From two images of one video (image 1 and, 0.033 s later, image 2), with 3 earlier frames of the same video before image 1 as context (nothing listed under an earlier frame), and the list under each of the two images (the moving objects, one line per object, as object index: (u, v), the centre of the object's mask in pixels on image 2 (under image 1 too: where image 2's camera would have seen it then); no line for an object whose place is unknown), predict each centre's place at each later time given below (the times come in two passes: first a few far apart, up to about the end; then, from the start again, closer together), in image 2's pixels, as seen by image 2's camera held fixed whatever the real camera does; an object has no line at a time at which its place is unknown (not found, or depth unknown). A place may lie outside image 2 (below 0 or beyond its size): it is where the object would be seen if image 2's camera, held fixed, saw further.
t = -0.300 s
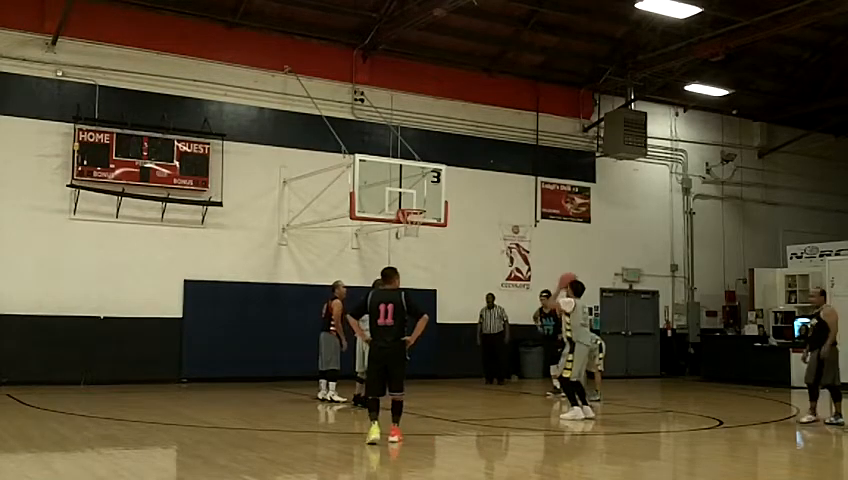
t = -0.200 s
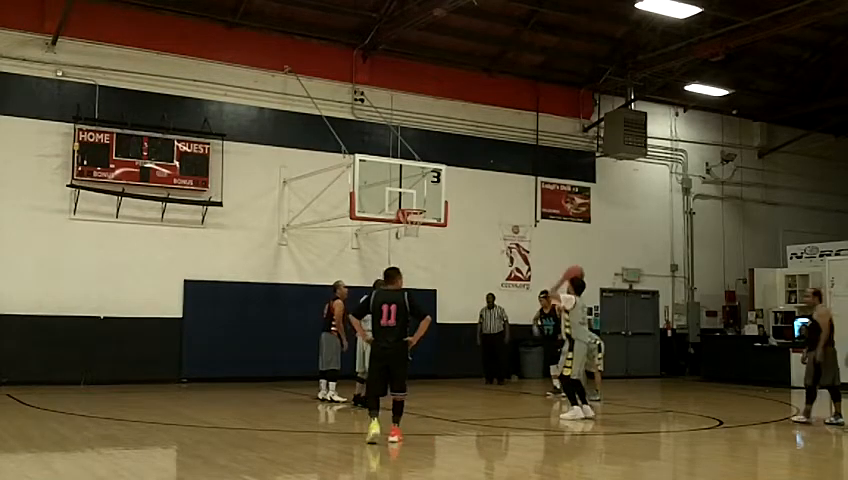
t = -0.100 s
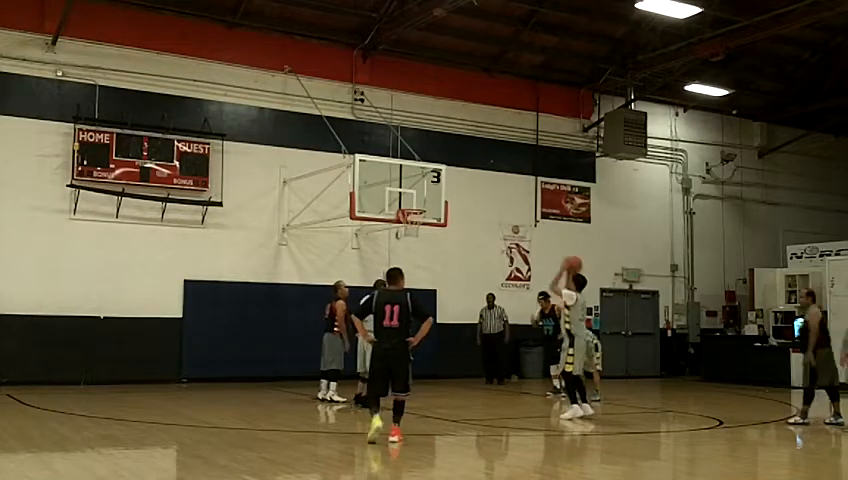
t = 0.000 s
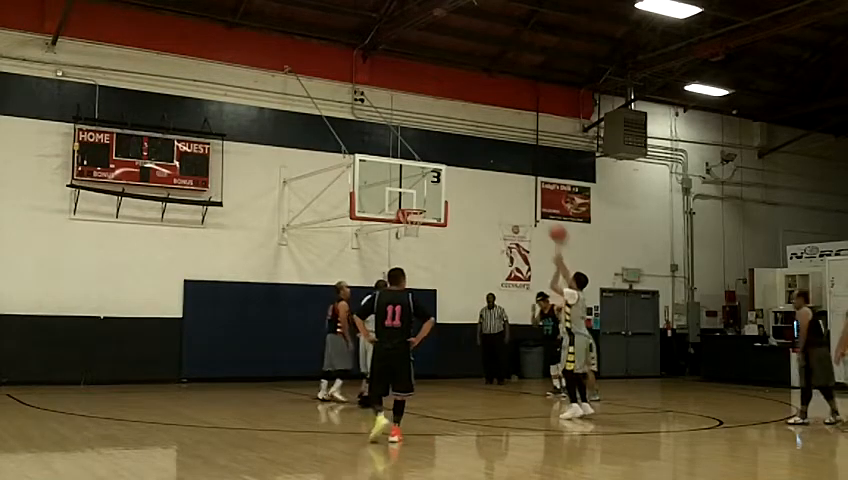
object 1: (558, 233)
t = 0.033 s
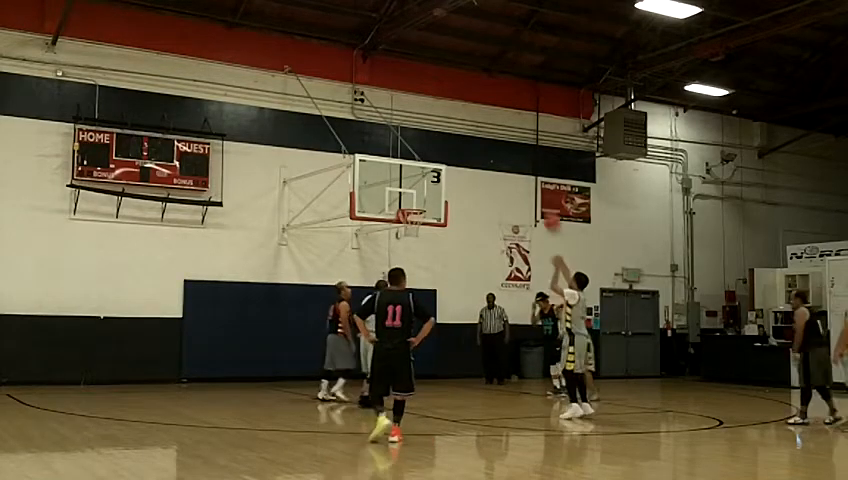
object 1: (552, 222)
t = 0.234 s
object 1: (514, 172)
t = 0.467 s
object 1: (478, 154)
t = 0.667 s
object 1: (451, 164)
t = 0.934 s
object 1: (419, 202)
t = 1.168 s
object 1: (408, 199)
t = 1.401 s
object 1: (418, 199)
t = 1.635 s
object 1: (414, 204)
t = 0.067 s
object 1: (546, 211)
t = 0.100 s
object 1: (539, 201)
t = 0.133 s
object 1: (532, 195)
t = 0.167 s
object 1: (526, 185)
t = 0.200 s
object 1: (520, 177)
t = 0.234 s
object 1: (514, 172)
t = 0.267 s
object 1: (509, 167)
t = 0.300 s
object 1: (504, 162)
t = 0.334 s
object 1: (498, 159)
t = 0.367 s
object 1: (494, 158)
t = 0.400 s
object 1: (487, 156)
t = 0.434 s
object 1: (483, 154)
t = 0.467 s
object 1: (478, 154)
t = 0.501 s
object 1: (472, 154)
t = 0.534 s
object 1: (468, 154)
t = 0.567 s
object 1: (464, 157)
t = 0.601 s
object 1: (460, 158)
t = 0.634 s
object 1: (455, 161)
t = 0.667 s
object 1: (451, 164)
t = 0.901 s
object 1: (421, 202)
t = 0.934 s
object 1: (419, 202)
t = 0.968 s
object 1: (417, 201)
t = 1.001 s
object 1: (416, 202)
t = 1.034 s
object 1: (413, 202)
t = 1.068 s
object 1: (412, 202)
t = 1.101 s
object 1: (410, 202)
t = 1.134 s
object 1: (408, 201)
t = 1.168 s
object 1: (408, 199)
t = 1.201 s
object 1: (410, 198)
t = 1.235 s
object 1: (411, 197)
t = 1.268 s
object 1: (413, 196)
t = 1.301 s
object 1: (413, 196)
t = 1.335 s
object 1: (415, 197)
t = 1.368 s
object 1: (416, 198)
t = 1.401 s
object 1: (418, 199)
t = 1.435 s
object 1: (419, 202)
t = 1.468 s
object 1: (419, 202)
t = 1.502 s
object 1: (418, 202)
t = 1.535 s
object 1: (418, 202)
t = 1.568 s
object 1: (417, 202)
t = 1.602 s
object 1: (416, 203)
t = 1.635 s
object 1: (414, 204)
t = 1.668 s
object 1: (414, 205)
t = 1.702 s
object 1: (412, 204)
